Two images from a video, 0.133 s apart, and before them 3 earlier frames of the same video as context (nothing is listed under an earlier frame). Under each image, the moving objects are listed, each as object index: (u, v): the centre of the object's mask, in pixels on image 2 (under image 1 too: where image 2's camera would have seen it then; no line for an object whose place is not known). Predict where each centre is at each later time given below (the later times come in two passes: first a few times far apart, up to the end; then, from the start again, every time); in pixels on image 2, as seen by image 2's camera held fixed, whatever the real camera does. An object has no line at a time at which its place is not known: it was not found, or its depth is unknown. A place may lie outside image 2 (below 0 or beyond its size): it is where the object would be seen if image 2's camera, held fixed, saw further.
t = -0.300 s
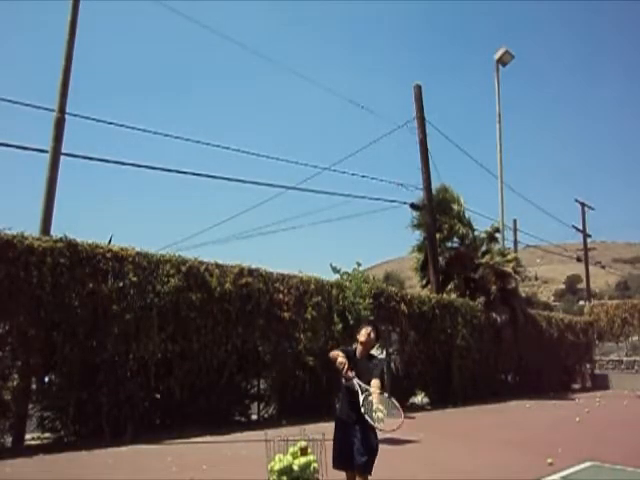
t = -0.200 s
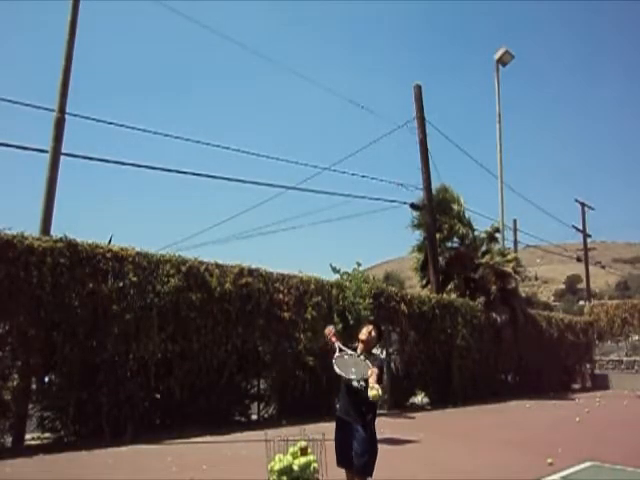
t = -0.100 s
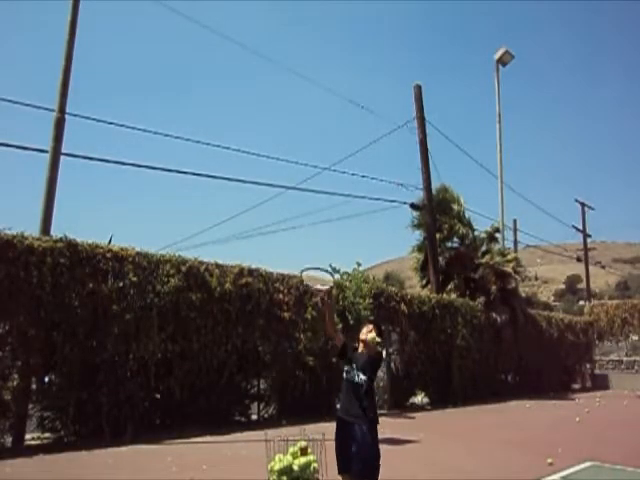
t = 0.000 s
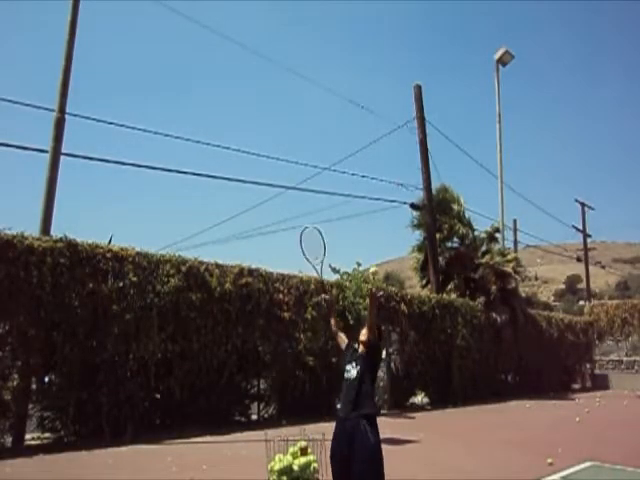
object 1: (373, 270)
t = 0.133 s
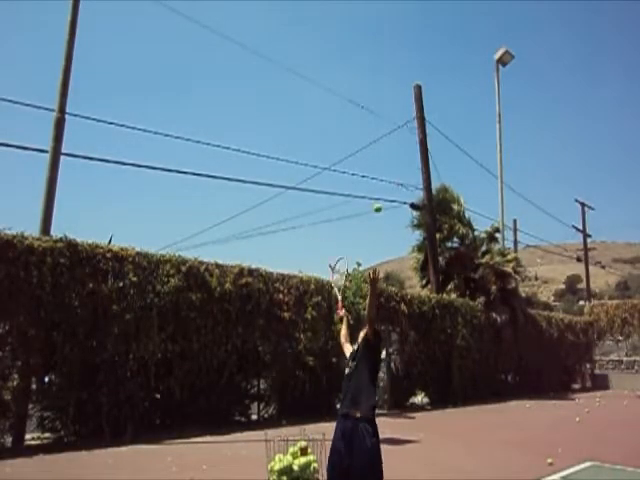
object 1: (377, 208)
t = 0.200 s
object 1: (379, 185)
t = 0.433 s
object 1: (385, 155)
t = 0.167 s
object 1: (379, 196)
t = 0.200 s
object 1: (379, 185)
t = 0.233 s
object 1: (380, 177)
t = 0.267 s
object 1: (380, 170)
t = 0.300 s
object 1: (381, 165)
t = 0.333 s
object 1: (382, 160)
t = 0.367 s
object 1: (383, 157)
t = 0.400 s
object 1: (384, 156)
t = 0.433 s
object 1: (385, 155)
